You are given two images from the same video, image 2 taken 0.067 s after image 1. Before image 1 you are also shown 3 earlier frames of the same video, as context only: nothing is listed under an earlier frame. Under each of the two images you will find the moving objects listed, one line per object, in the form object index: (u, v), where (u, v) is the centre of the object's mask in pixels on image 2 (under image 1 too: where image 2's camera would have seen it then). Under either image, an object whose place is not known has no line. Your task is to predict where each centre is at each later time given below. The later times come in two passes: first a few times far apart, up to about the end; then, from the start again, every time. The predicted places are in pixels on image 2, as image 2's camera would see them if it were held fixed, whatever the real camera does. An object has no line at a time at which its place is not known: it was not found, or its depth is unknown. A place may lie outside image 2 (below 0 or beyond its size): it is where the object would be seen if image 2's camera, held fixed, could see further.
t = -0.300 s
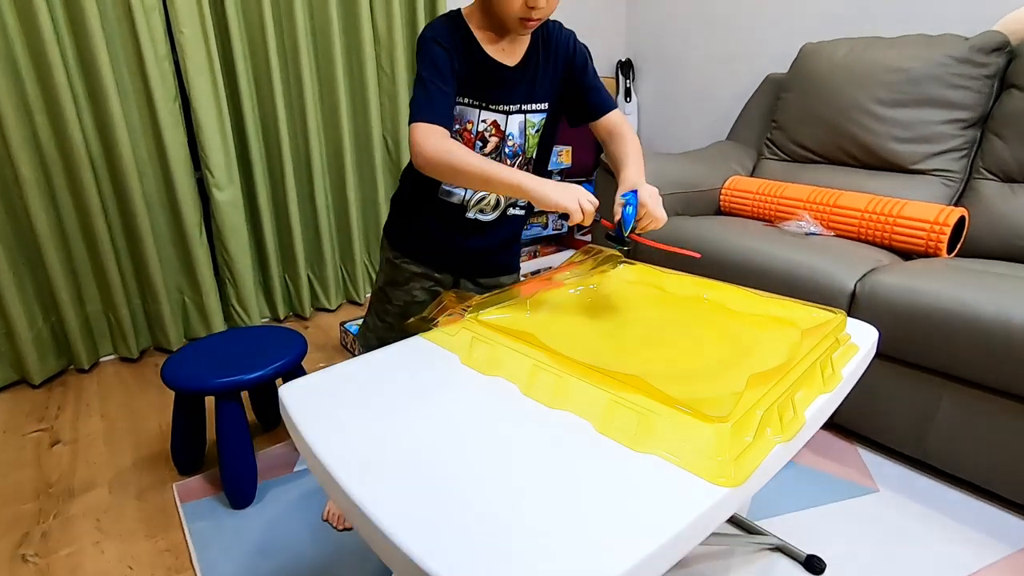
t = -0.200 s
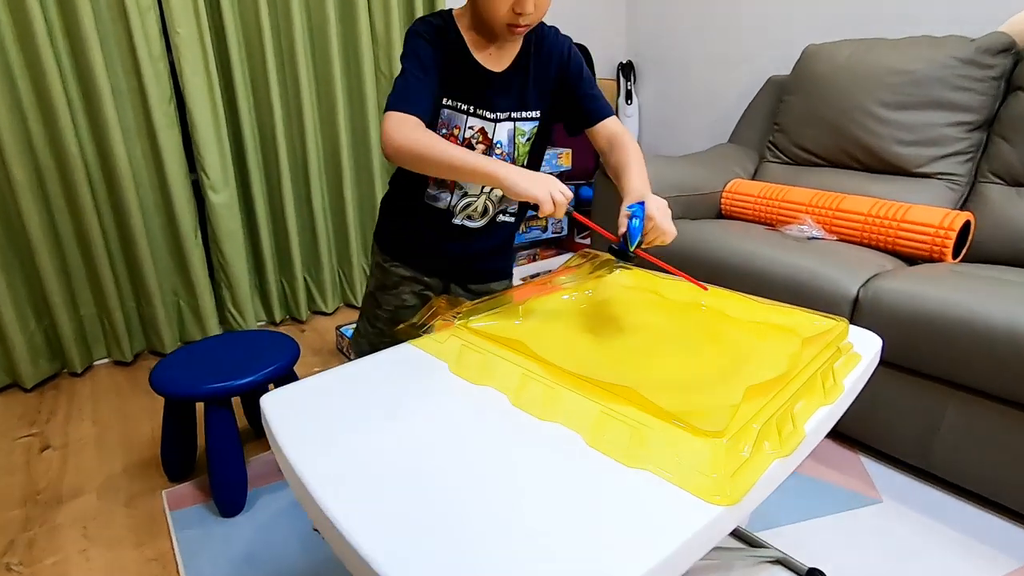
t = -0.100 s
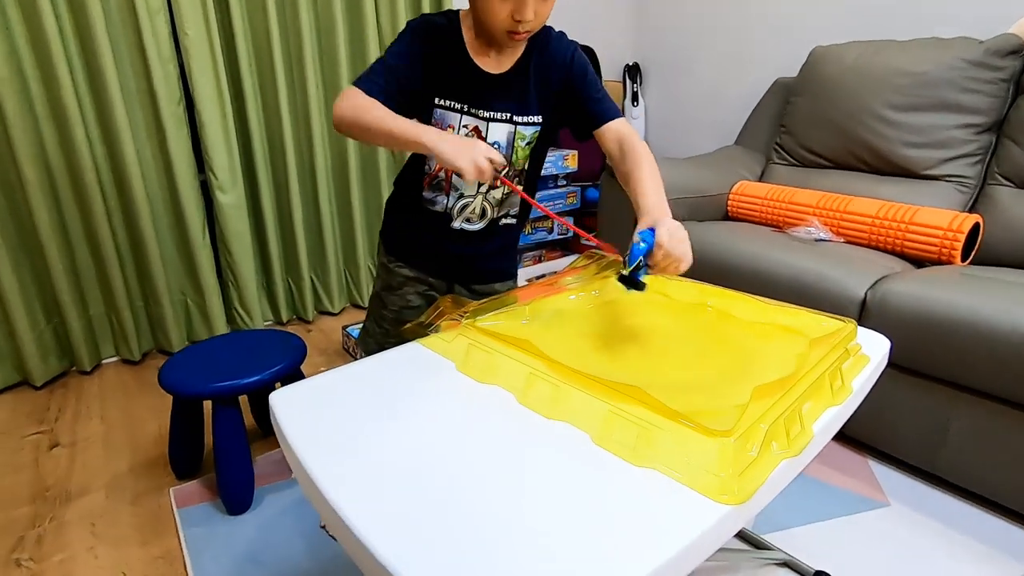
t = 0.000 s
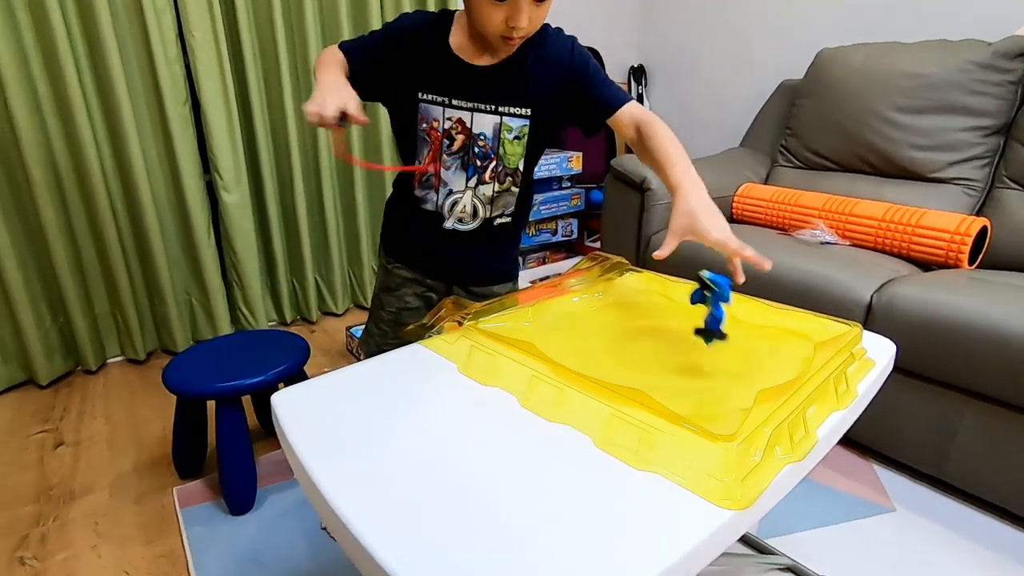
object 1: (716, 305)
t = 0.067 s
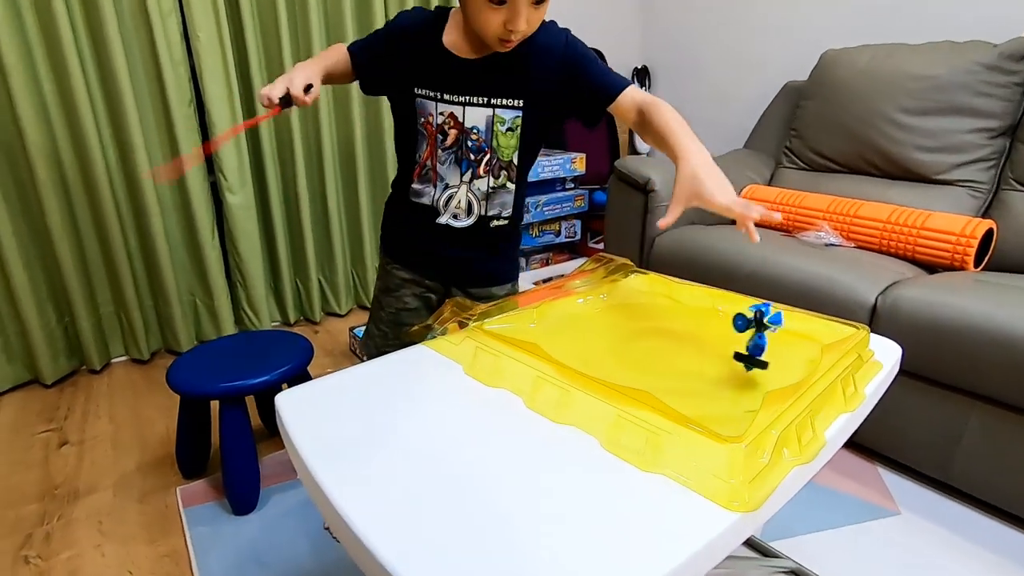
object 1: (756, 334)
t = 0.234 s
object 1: (801, 337)
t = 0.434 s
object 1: (759, 323)
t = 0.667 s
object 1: (658, 297)
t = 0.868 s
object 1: (604, 288)
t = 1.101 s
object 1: (573, 311)
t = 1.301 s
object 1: (584, 333)
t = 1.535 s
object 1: (665, 359)
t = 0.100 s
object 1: (769, 333)
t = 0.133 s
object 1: (781, 338)
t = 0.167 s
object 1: (792, 338)
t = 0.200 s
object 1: (801, 338)
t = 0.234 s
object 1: (801, 337)
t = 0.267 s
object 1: (798, 334)
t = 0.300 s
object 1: (794, 332)
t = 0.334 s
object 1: (788, 329)
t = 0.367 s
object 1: (782, 327)
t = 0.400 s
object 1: (772, 325)
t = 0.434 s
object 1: (759, 323)
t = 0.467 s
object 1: (743, 320)
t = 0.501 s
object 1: (728, 316)
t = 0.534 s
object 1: (713, 312)
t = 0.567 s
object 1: (697, 308)
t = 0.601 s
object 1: (682, 304)
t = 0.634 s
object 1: (669, 301)
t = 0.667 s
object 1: (658, 297)
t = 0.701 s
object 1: (648, 294)
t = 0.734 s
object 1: (638, 293)
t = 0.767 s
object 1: (628, 292)
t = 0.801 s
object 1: (618, 290)
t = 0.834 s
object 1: (611, 288)
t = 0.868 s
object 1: (604, 288)
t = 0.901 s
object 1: (597, 290)
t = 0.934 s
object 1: (592, 293)
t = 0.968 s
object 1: (588, 297)
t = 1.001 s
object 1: (583, 301)
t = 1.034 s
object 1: (579, 305)
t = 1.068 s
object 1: (575, 308)
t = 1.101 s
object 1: (573, 311)
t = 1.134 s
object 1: (571, 314)
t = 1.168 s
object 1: (571, 317)
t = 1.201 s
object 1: (573, 321)
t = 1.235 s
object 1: (574, 324)
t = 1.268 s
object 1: (577, 327)
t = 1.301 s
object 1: (584, 333)
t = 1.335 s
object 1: (591, 339)
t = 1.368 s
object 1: (600, 343)
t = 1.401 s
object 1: (611, 345)
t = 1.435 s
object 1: (624, 348)
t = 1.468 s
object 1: (638, 352)
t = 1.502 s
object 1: (652, 356)
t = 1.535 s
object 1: (665, 359)
